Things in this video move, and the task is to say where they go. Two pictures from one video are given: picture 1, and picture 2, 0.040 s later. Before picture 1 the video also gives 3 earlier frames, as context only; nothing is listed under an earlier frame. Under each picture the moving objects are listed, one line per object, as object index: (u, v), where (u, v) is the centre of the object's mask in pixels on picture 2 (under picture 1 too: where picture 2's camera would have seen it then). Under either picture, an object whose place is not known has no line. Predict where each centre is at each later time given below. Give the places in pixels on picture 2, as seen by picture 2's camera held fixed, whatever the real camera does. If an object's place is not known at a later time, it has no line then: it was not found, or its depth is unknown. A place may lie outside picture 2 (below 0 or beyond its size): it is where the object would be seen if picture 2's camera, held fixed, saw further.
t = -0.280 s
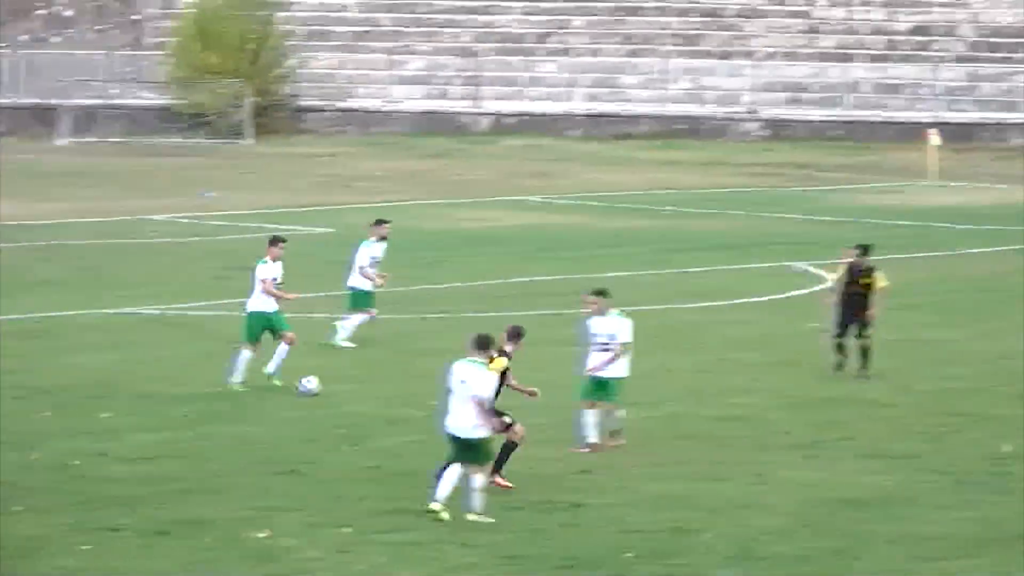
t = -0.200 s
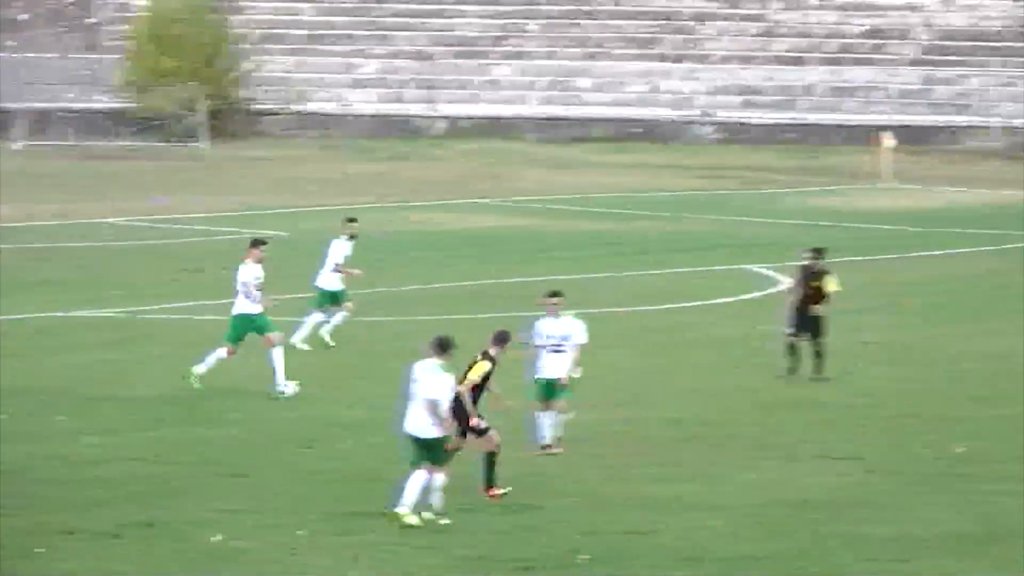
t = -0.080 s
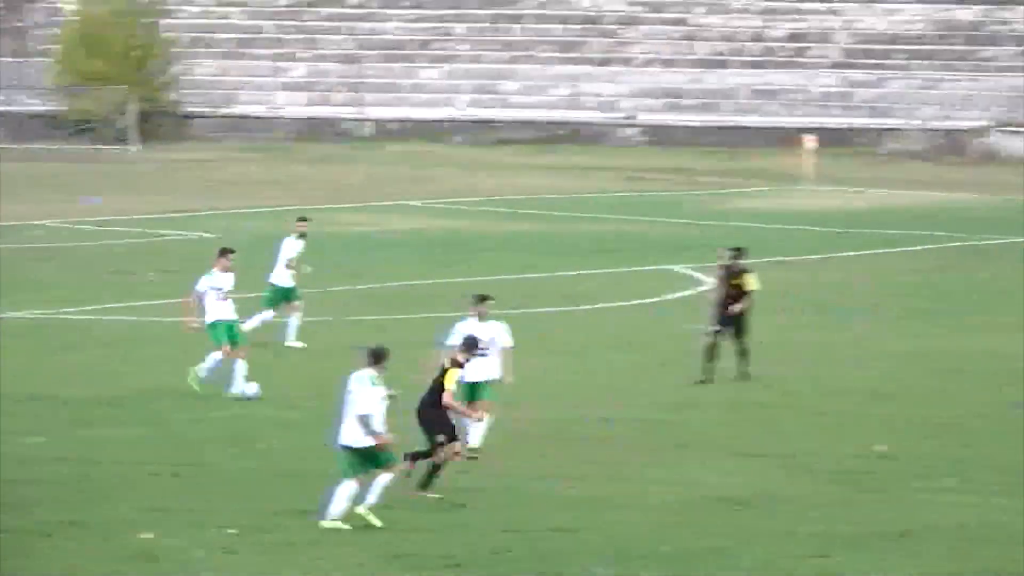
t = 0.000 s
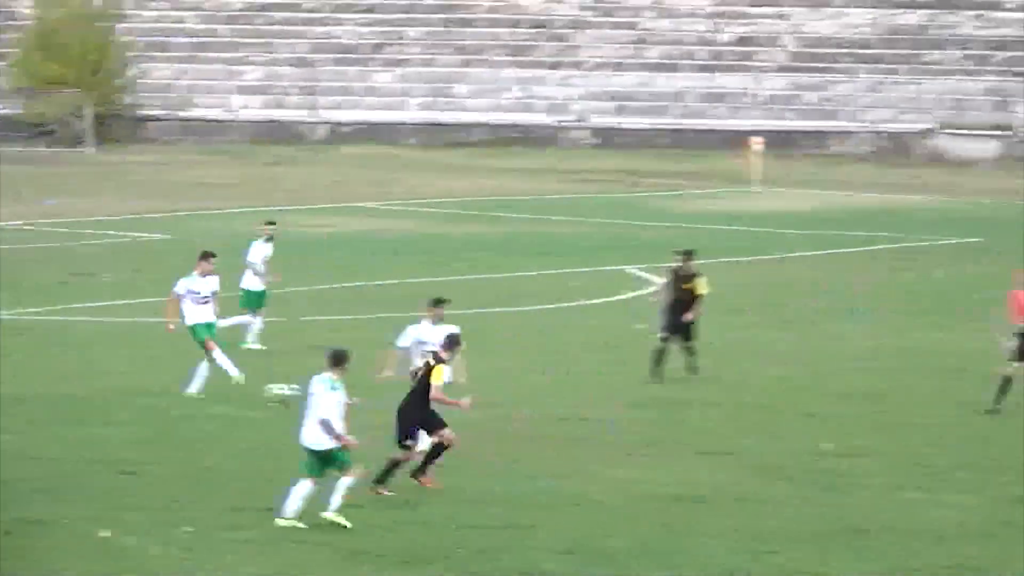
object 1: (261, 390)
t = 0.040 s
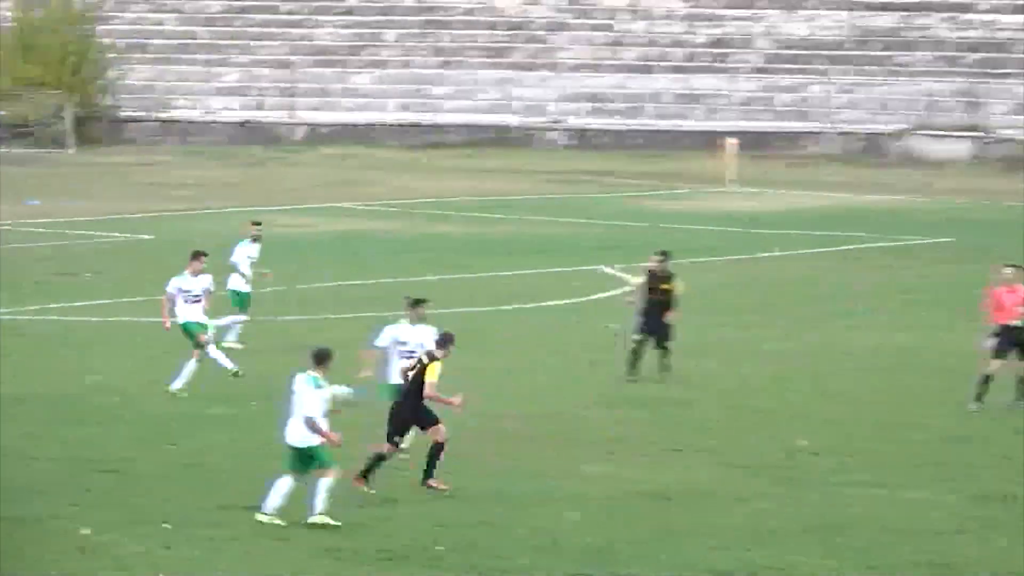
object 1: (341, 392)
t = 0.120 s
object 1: (481, 396)
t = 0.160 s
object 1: (545, 397)
